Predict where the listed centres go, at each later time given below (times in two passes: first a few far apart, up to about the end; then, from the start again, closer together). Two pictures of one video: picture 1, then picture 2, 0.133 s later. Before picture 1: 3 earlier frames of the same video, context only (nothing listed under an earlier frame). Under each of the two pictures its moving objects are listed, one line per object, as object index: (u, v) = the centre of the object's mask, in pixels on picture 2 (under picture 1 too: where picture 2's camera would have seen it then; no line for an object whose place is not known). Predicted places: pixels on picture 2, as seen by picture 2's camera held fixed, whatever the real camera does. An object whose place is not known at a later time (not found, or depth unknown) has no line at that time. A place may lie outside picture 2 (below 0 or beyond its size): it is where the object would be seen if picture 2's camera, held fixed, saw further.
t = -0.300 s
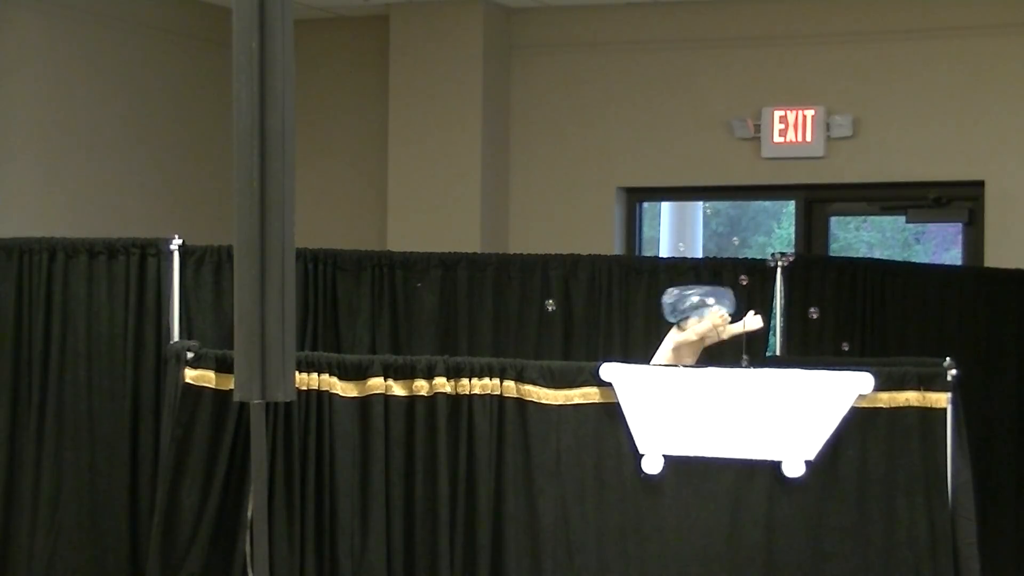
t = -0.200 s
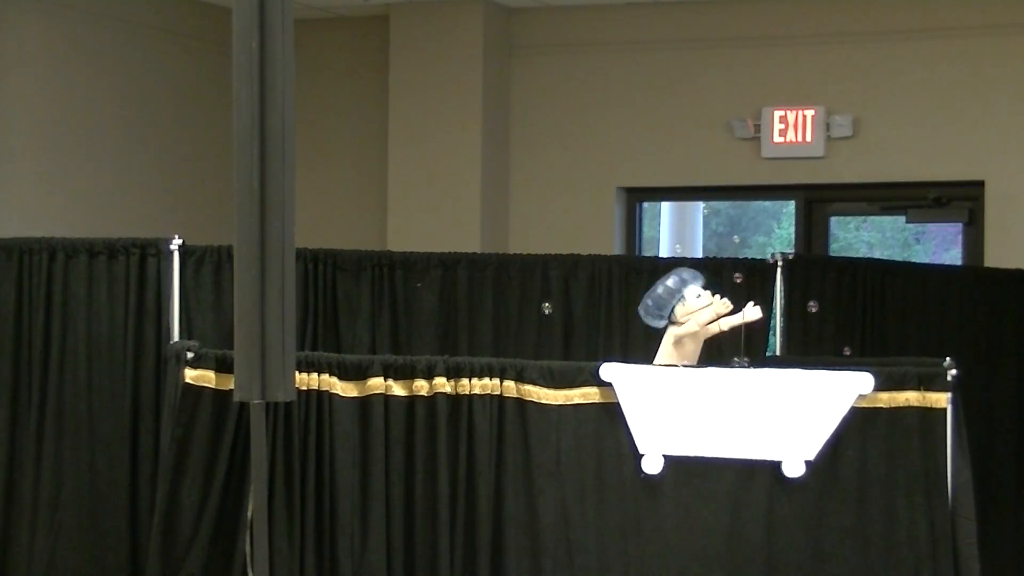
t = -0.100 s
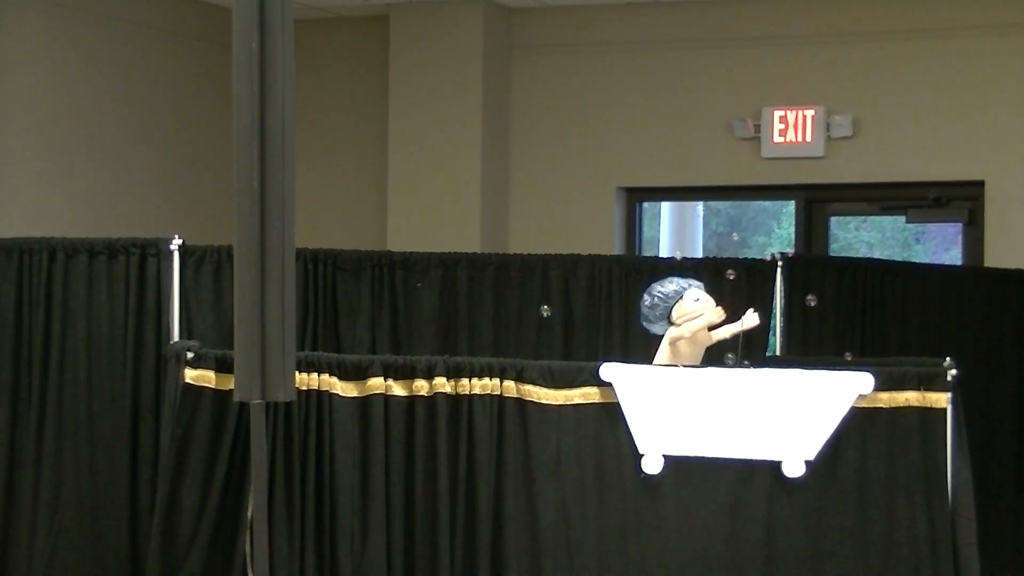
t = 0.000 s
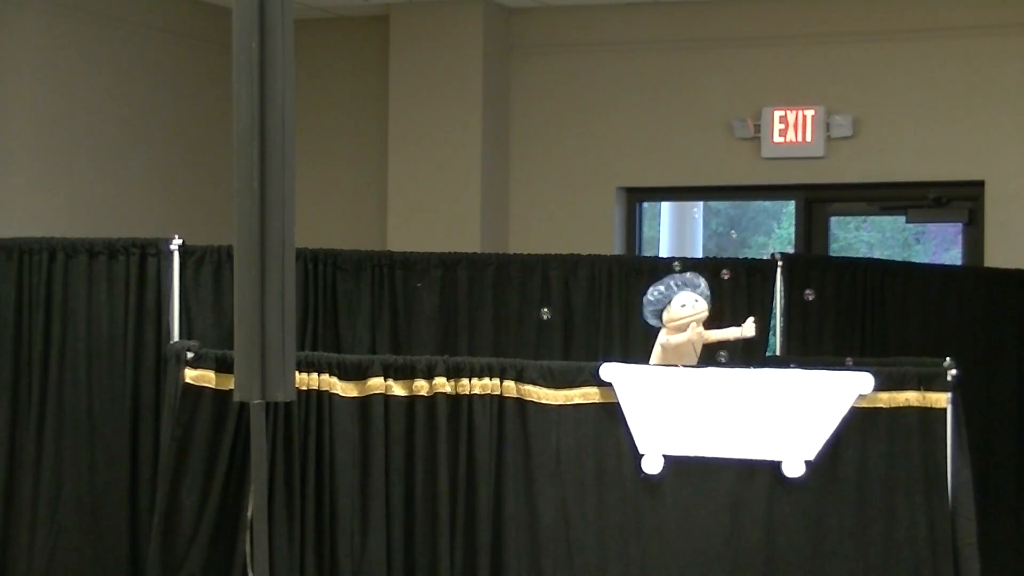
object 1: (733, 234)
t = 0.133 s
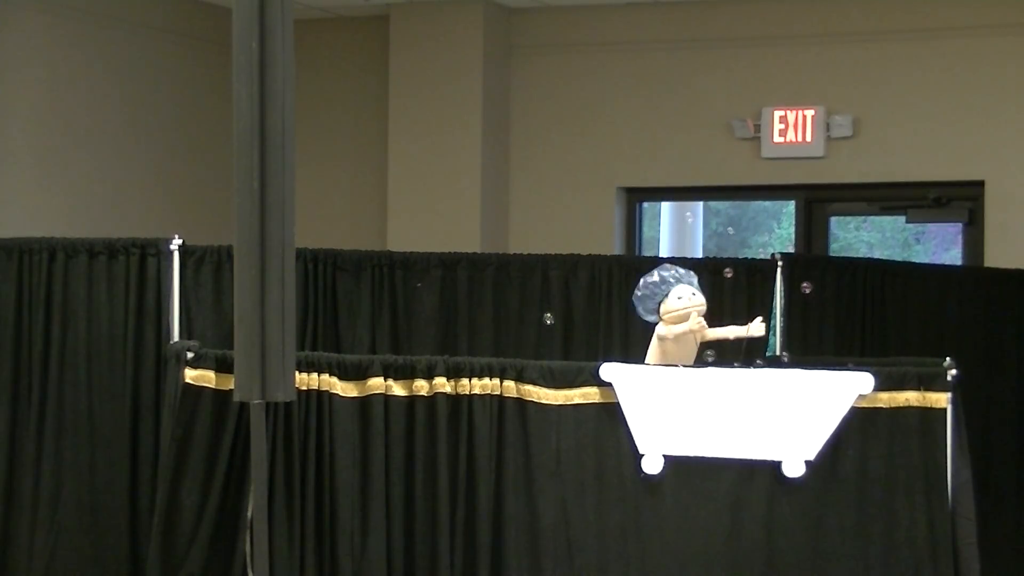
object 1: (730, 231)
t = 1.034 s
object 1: (709, 205)
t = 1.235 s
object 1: (703, 200)
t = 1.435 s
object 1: (695, 196)
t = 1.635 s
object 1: (688, 191)
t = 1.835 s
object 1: (682, 186)
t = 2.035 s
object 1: (674, 182)
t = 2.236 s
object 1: (664, 176)
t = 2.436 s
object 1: (655, 170)
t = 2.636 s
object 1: (645, 163)
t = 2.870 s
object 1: (635, 155)
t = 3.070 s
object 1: (627, 149)
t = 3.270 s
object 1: (619, 142)
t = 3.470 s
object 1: (613, 136)
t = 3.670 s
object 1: (607, 129)
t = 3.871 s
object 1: (598, 123)
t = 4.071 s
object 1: (592, 118)
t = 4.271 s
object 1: (585, 114)
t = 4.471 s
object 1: (582, 110)
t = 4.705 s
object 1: (583, 105)
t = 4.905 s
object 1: (586, 102)
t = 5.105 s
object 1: (591, 98)
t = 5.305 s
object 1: (598, 92)
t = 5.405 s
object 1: (602, 88)
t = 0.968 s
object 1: (711, 206)
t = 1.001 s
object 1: (711, 206)
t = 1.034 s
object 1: (709, 205)
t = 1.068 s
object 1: (709, 204)
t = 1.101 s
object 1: (707, 203)
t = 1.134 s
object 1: (706, 203)
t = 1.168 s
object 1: (705, 202)
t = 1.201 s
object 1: (704, 201)
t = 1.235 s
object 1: (703, 200)
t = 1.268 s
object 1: (701, 200)
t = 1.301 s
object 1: (700, 199)
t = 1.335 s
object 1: (699, 198)
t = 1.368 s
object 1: (698, 197)
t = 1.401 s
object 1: (696, 197)
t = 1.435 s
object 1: (695, 196)
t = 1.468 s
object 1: (694, 195)
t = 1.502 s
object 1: (693, 194)
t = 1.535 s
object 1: (691, 194)
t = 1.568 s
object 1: (690, 192)
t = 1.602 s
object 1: (689, 192)
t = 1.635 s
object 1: (688, 191)
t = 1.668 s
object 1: (687, 190)
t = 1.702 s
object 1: (686, 189)
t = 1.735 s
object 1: (685, 189)
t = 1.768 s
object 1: (684, 187)
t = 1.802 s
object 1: (683, 187)
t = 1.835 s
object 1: (682, 186)
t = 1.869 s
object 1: (680, 185)
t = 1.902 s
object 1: (679, 185)
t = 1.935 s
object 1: (678, 184)
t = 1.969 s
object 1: (677, 183)
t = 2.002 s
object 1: (675, 183)
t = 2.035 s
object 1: (674, 182)
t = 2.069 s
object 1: (672, 181)
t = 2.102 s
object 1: (671, 180)
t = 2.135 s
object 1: (669, 179)
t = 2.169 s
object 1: (668, 178)
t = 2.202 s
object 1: (666, 177)
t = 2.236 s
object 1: (664, 176)
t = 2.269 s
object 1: (663, 176)
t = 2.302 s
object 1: (662, 176)
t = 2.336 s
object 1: (661, 175)
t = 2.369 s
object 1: (658, 173)
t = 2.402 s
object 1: (656, 171)
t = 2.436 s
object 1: (655, 170)
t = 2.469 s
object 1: (653, 169)
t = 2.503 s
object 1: (651, 168)
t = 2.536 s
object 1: (650, 167)
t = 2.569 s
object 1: (648, 166)
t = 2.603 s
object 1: (646, 164)
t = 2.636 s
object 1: (645, 163)
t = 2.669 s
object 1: (643, 162)
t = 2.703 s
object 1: (642, 161)
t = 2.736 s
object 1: (641, 160)
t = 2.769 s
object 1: (639, 159)
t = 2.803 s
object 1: (638, 158)
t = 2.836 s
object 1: (636, 156)
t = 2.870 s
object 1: (635, 155)
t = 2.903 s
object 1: (634, 154)
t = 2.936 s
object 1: (632, 152)
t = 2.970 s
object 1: (631, 151)
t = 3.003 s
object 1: (629, 151)
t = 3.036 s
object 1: (629, 150)
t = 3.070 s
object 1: (627, 149)
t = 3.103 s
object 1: (626, 147)
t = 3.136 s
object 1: (624, 146)
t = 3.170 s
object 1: (622, 145)
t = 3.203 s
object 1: (621, 144)
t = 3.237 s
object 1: (620, 143)
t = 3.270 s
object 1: (619, 142)
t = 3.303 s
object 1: (618, 141)
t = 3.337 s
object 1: (617, 140)
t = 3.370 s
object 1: (616, 138)
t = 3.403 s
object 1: (616, 137)
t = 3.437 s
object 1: (615, 137)
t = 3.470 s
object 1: (613, 136)
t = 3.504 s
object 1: (612, 134)
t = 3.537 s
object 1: (612, 134)
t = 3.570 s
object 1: (612, 133)
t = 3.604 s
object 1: (610, 131)
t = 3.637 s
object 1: (608, 130)
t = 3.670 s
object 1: (607, 129)
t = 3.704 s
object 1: (605, 128)
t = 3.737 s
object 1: (604, 127)
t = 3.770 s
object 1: (603, 126)
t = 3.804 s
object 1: (601, 125)
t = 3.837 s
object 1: (600, 124)
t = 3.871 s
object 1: (598, 123)
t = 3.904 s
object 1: (597, 122)
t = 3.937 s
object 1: (596, 121)
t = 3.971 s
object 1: (595, 120)
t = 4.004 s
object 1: (594, 119)
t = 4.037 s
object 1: (593, 118)
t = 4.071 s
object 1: (592, 118)
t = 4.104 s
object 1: (591, 117)
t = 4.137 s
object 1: (589, 116)
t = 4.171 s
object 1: (588, 115)
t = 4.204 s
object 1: (587, 115)
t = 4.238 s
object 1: (586, 114)
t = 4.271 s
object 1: (585, 114)
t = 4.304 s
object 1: (585, 113)
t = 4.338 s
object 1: (584, 112)
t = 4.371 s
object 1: (583, 112)
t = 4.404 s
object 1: (583, 112)
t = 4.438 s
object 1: (583, 111)
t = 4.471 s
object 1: (582, 110)
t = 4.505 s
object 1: (582, 109)
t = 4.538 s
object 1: (582, 109)
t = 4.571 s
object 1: (582, 108)
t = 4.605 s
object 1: (582, 108)
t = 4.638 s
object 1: (582, 106)
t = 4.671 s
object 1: (583, 106)
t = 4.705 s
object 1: (583, 105)
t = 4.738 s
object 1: (583, 105)
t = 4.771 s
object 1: (584, 104)
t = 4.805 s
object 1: (584, 104)
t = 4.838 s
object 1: (585, 103)
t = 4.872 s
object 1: (585, 103)
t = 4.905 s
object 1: (586, 102)
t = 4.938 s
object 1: (587, 102)
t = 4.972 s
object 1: (587, 101)
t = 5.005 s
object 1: (588, 100)
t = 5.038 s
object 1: (590, 99)
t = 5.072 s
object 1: (590, 99)
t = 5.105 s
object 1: (591, 98)
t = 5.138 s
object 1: (592, 97)
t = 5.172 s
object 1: (593, 97)
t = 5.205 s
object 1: (595, 95)
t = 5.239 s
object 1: (595, 94)
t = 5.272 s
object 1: (597, 93)
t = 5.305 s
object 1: (598, 92)
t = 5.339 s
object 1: (600, 91)
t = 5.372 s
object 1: (601, 90)
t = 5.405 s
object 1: (602, 88)
